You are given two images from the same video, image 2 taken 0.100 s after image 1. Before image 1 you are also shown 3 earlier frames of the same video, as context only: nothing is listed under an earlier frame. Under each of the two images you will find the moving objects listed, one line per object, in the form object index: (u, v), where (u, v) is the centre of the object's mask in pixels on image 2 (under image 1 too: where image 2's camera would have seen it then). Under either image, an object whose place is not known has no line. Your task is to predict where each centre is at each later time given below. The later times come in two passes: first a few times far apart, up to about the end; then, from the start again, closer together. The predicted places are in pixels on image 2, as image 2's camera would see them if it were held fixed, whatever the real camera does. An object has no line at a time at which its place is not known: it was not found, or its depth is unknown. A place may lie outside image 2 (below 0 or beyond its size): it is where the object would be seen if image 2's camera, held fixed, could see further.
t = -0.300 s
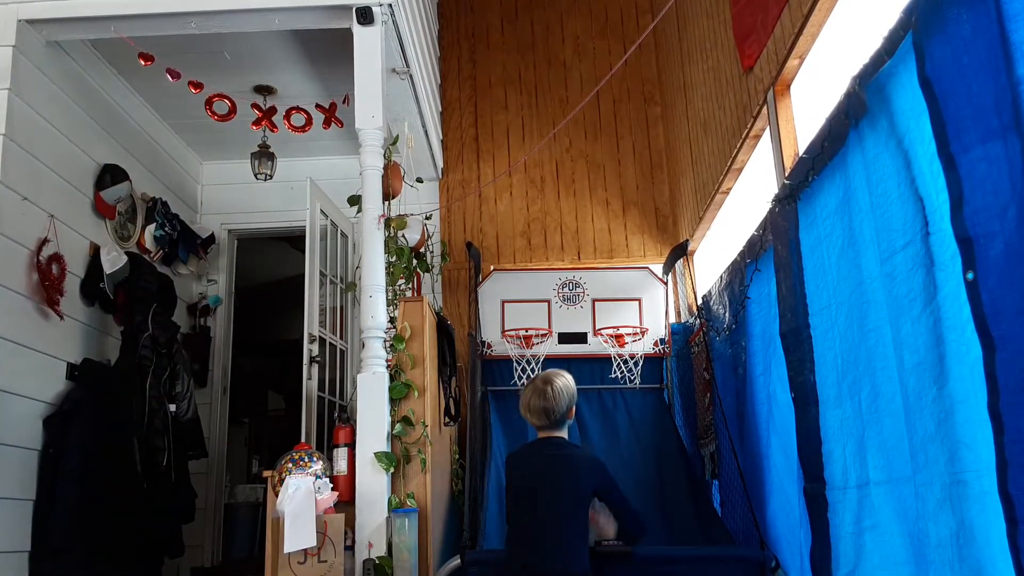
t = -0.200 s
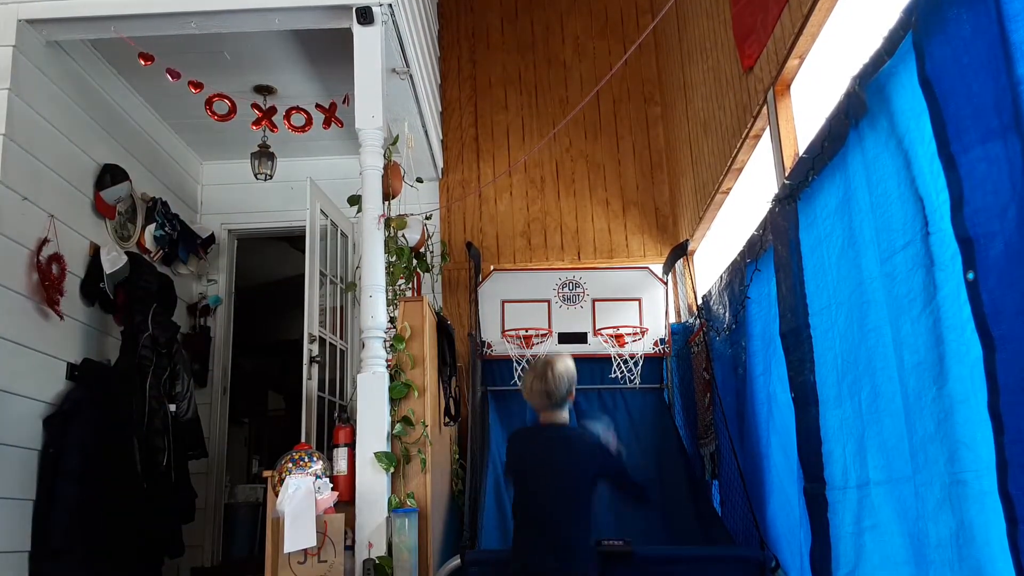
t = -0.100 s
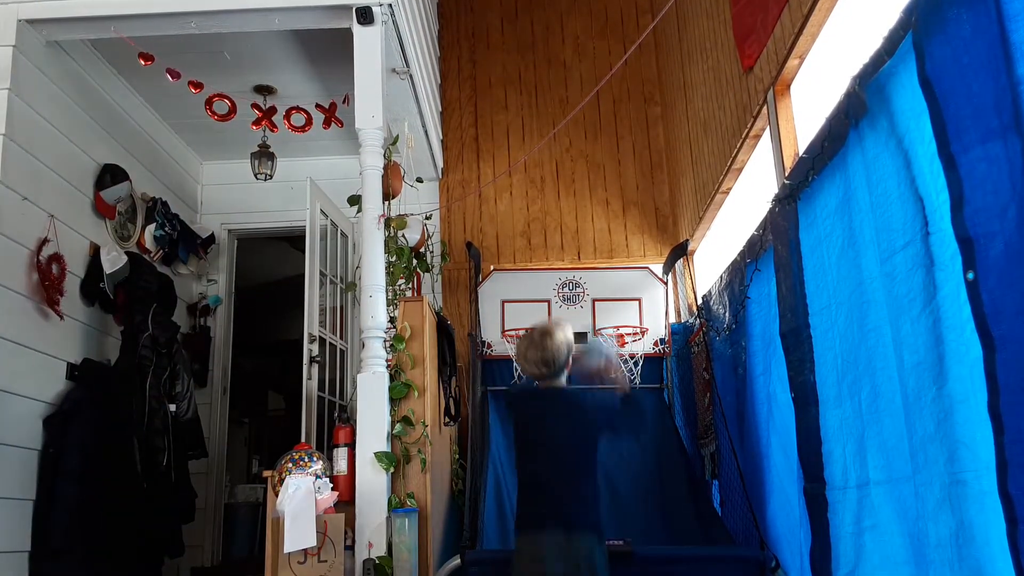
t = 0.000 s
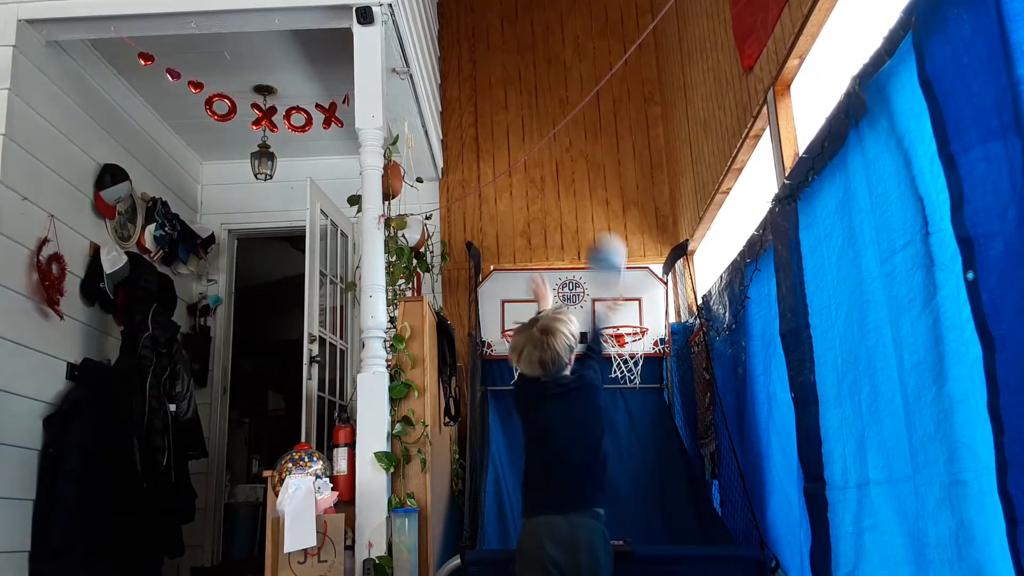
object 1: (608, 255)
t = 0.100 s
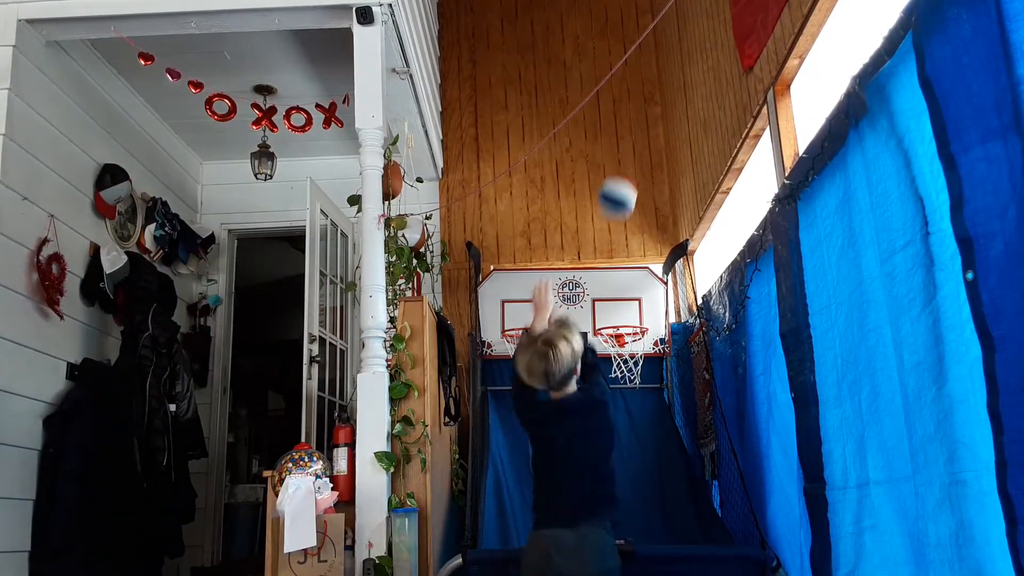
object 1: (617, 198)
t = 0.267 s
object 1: (638, 148)
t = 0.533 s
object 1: (669, 176)
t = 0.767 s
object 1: (648, 259)
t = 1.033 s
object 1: (630, 338)
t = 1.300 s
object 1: (631, 414)
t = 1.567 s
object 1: (640, 448)
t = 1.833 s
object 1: (656, 525)
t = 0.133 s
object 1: (621, 183)
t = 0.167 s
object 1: (627, 173)
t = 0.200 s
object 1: (629, 159)
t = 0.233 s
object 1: (633, 153)
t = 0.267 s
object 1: (638, 148)
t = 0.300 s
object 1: (640, 145)
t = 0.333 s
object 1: (644, 143)
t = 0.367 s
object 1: (649, 146)
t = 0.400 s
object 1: (651, 148)
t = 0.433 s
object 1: (656, 152)
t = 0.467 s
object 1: (661, 159)
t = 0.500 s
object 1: (665, 167)
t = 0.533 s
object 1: (669, 176)
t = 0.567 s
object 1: (672, 187)
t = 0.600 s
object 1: (669, 197)
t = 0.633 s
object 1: (664, 206)
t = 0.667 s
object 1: (660, 219)
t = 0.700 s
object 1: (656, 230)
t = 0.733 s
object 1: (653, 242)
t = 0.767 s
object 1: (648, 259)
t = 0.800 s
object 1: (645, 279)
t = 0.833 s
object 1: (640, 288)
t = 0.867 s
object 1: (640, 304)
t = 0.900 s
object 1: (633, 317)
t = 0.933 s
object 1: (626, 326)
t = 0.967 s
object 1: (616, 333)
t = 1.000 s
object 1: (623, 336)
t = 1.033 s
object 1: (630, 338)
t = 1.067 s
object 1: (633, 342)
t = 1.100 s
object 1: (633, 348)
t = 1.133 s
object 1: (634, 358)
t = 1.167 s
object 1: (630, 369)
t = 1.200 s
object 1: (633, 382)
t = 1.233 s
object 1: (631, 394)
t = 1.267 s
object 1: (634, 407)
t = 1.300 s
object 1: (631, 414)
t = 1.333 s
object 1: (631, 419)
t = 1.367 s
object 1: (631, 423)
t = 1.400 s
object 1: (633, 427)
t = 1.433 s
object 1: (632, 432)
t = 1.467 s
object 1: (634, 436)
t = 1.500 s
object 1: (635, 442)
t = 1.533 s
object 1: (635, 447)
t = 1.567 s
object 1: (640, 448)
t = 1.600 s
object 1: (640, 458)
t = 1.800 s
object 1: (653, 515)
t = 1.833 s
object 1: (656, 525)
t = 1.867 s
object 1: (658, 531)
